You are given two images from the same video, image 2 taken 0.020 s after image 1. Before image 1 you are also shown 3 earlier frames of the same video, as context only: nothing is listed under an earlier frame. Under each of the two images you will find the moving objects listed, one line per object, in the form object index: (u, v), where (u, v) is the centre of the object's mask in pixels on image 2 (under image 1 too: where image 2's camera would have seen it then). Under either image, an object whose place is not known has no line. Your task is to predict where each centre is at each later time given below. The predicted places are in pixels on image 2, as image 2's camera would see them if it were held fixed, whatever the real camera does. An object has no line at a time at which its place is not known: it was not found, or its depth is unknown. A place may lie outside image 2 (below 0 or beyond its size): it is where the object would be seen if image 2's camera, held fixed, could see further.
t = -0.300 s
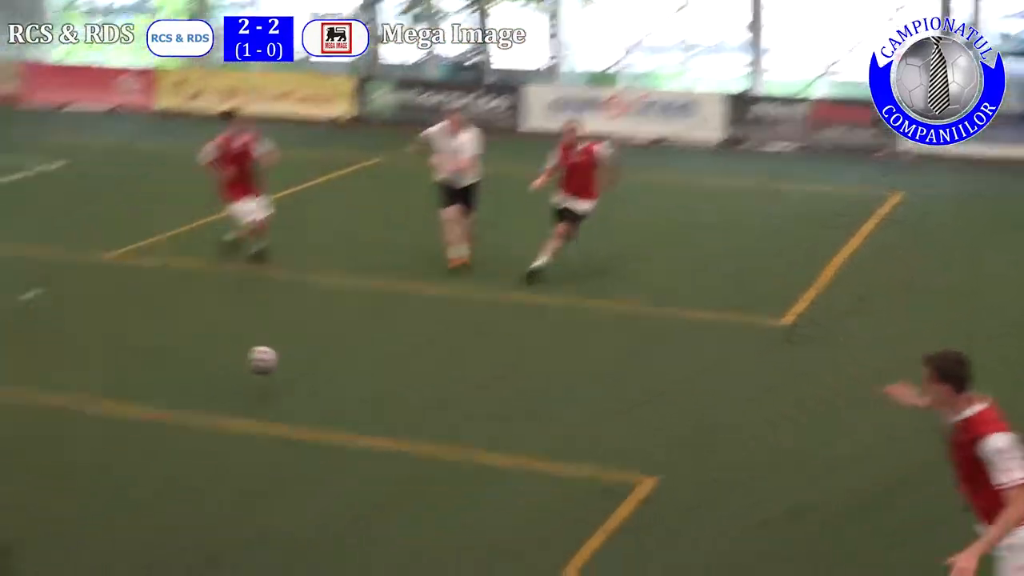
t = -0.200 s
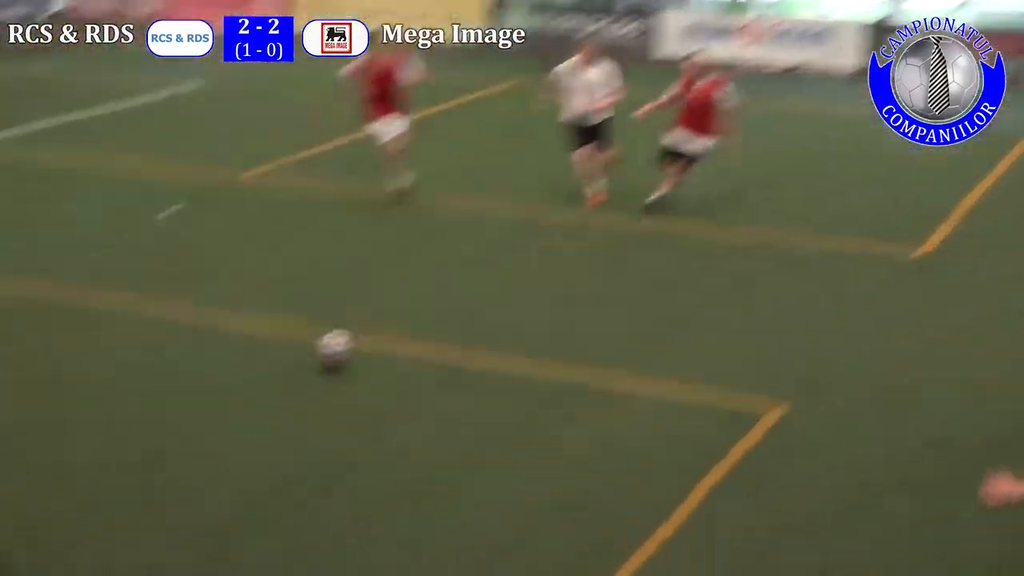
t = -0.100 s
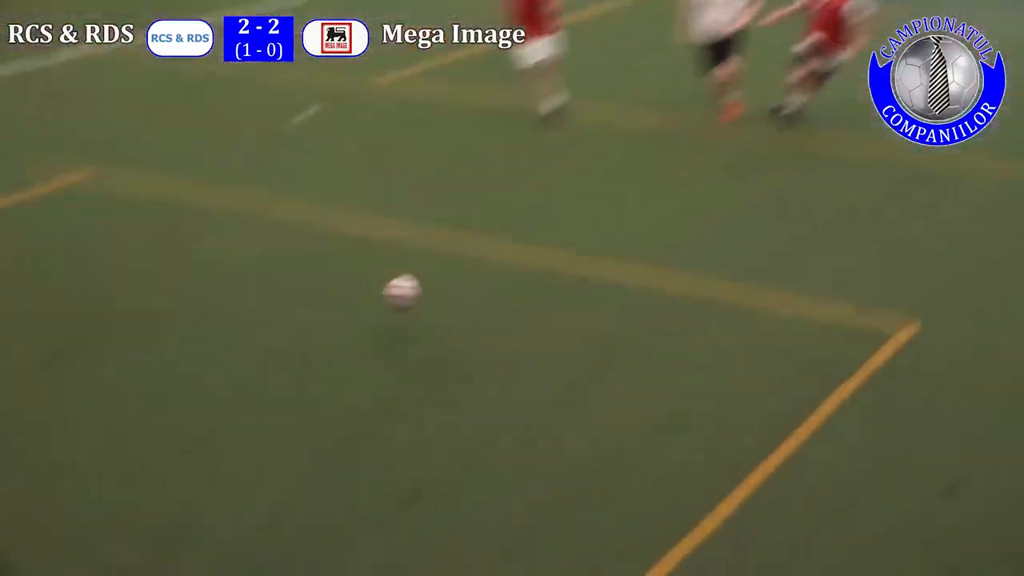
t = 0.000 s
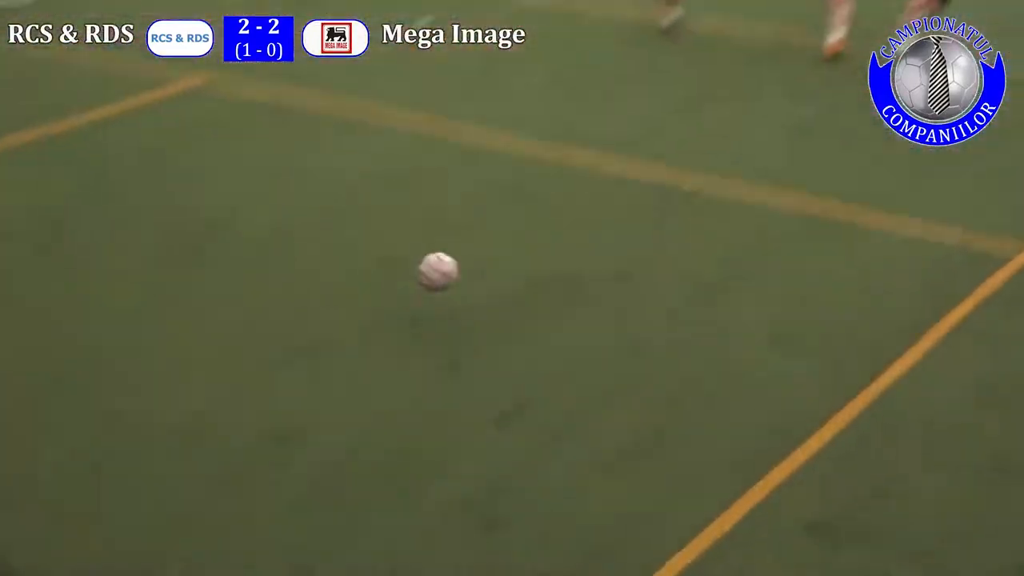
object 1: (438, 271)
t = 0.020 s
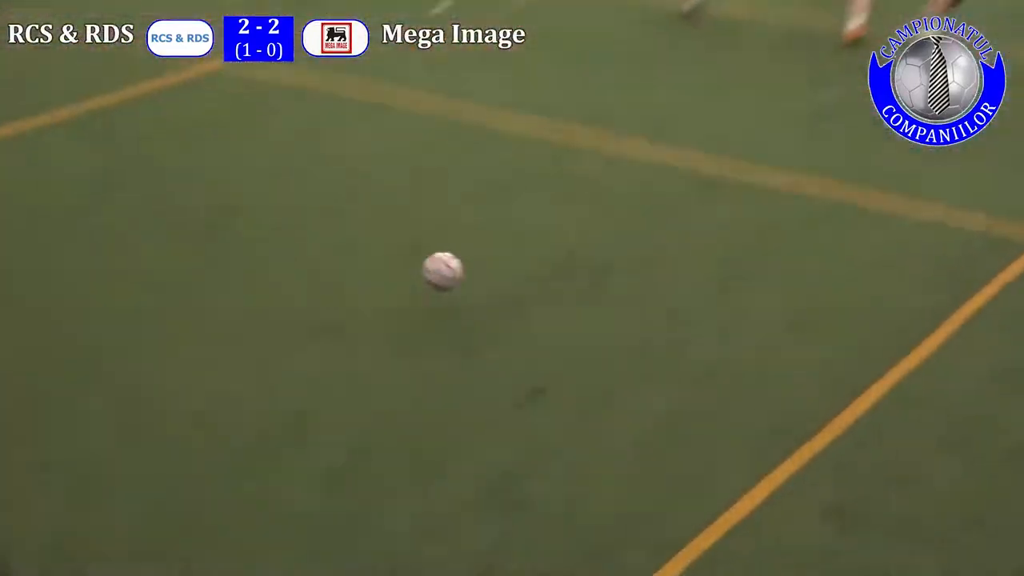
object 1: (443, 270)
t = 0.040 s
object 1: (445, 271)
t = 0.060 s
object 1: (448, 274)
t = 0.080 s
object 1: (450, 278)
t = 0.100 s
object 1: (449, 285)
